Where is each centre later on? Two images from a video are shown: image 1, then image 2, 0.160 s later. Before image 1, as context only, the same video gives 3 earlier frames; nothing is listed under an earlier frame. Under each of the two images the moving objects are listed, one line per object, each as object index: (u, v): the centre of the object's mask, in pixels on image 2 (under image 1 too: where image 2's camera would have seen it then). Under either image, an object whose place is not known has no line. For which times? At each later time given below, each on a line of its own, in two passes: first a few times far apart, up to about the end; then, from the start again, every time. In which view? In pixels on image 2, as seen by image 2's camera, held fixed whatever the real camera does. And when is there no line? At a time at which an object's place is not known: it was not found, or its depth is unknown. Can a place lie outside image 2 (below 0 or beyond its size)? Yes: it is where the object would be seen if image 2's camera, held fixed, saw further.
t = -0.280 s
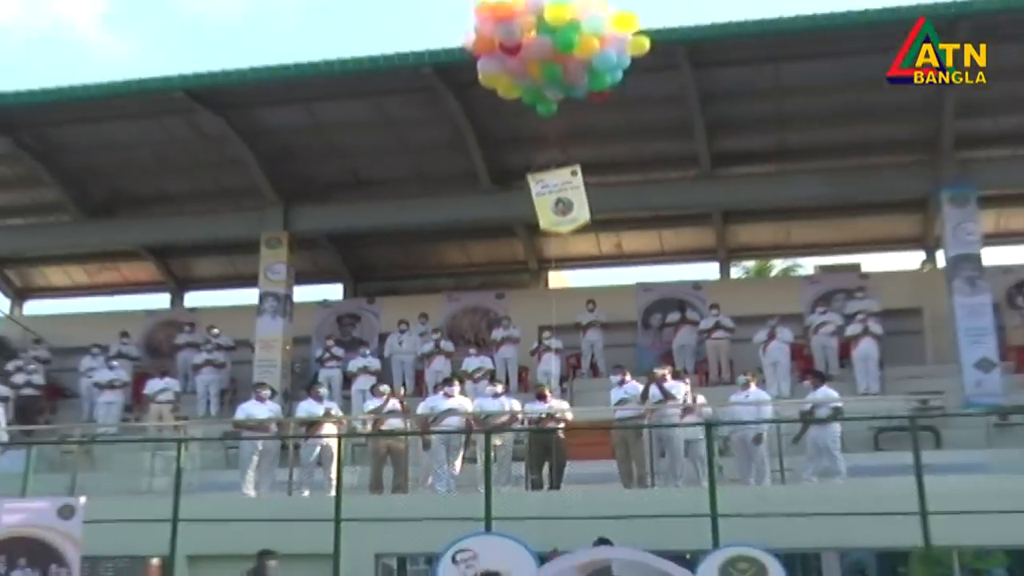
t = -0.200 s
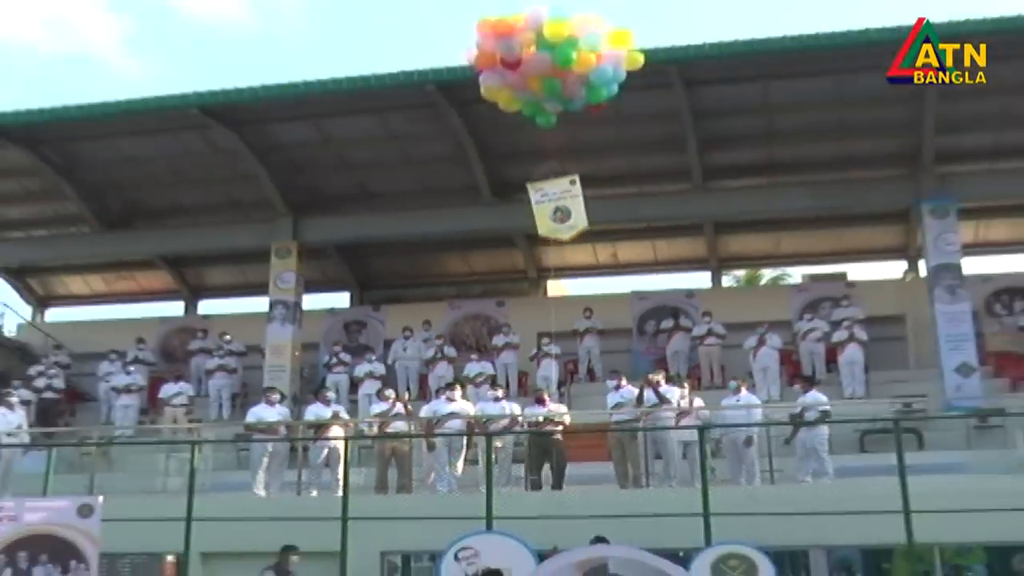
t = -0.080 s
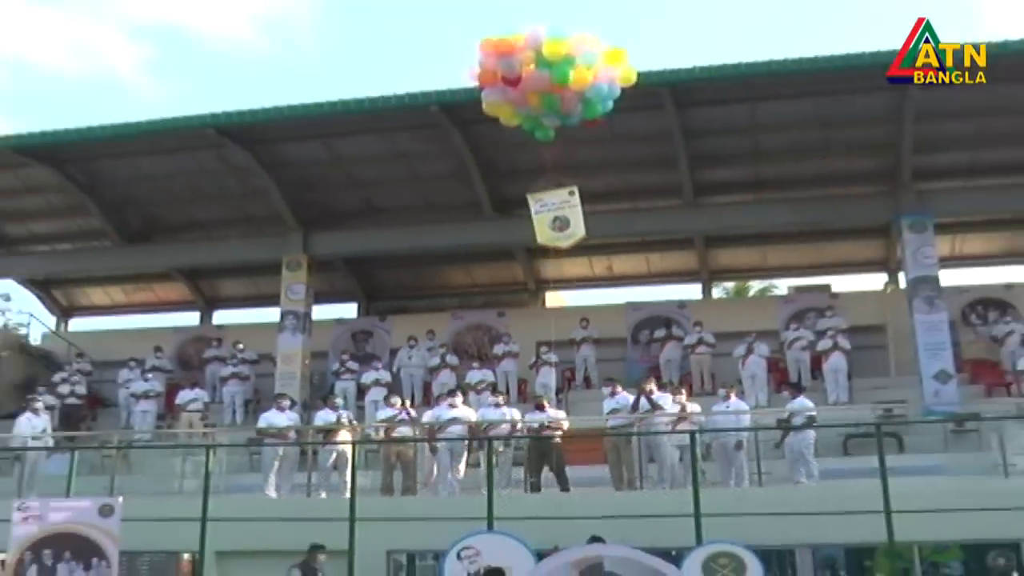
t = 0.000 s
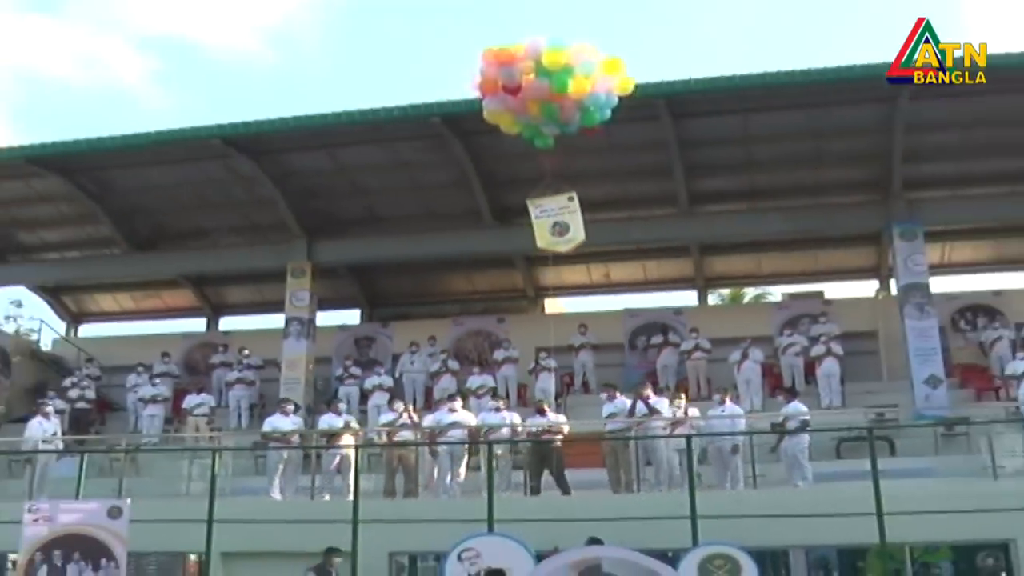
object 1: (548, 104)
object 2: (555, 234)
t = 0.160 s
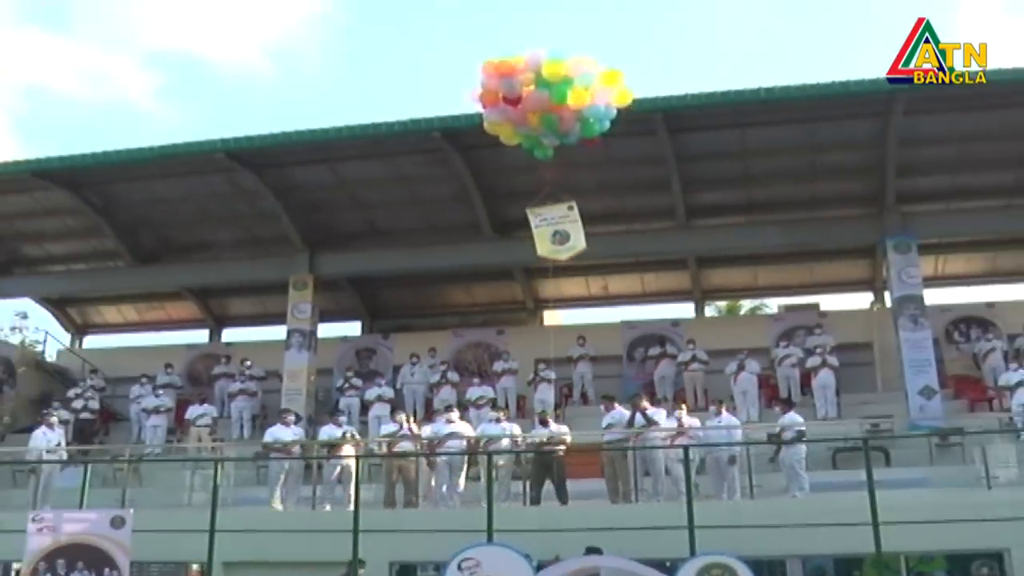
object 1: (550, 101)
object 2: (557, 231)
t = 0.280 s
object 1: (550, 101)
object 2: (558, 230)
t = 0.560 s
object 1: (553, 99)
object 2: (559, 231)
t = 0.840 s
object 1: (556, 99)
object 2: (558, 229)
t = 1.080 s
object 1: (558, 99)
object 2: (556, 228)
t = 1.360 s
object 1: (561, 98)
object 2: (555, 228)
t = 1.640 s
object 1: (562, 94)
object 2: (558, 225)
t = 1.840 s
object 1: (564, 93)
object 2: (563, 223)
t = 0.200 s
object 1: (550, 101)
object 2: (558, 231)
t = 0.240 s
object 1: (550, 101)
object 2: (557, 231)
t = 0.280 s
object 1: (550, 101)
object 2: (558, 230)
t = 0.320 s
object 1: (551, 100)
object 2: (558, 230)
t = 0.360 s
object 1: (552, 100)
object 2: (559, 230)
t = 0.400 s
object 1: (552, 100)
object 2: (559, 230)
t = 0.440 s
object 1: (552, 100)
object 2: (559, 230)
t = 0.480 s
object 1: (552, 100)
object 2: (559, 231)
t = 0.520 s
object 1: (553, 99)
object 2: (559, 231)
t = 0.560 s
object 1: (553, 99)
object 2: (559, 231)
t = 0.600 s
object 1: (553, 99)
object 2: (559, 231)
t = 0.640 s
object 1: (554, 99)
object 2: (559, 231)
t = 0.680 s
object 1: (554, 99)
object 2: (558, 230)
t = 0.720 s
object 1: (555, 99)
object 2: (558, 230)
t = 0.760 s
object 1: (555, 99)
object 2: (558, 230)
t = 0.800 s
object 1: (556, 98)
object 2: (558, 229)
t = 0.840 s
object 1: (556, 99)
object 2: (558, 229)
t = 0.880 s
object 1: (556, 99)
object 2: (557, 229)
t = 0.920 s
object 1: (557, 99)
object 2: (557, 229)
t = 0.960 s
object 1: (557, 99)
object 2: (557, 228)
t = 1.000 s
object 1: (558, 99)
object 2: (556, 228)
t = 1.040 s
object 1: (558, 99)
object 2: (556, 228)
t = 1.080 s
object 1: (558, 99)
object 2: (556, 228)
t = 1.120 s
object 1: (559, 99)
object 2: (556, 228)
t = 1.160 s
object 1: (559, 99)
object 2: (556, 228)
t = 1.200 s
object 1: (559, 99)
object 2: (556, 228)
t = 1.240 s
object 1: (560, 98)
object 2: (555, 228)
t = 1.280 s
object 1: (560, 98)
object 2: (555, 228)
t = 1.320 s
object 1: (560, 98)
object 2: (555, 228)
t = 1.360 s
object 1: (561, 98)
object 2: (555, 228)
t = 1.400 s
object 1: (561, 97)
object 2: (555, 227)
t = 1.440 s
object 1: (561, 97)
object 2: (556, 227)
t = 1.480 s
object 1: (561, 96)
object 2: (556, 226)
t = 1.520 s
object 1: (562, 96)
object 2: (556, 226)
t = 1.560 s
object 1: (562, 95)
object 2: (557, 226)
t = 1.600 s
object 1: (562, 95)
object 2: (557, 225)
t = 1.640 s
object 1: (562, 94)
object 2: (558, 225)
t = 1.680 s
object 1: (563, 94)
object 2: (559, 224)
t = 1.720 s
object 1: (563, 94)
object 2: (560, 224)
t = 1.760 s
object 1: (563, 94)
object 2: (561, 223)
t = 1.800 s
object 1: (564, 93)
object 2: (562, 223)
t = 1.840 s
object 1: (564, 93)
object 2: (563, 223)
